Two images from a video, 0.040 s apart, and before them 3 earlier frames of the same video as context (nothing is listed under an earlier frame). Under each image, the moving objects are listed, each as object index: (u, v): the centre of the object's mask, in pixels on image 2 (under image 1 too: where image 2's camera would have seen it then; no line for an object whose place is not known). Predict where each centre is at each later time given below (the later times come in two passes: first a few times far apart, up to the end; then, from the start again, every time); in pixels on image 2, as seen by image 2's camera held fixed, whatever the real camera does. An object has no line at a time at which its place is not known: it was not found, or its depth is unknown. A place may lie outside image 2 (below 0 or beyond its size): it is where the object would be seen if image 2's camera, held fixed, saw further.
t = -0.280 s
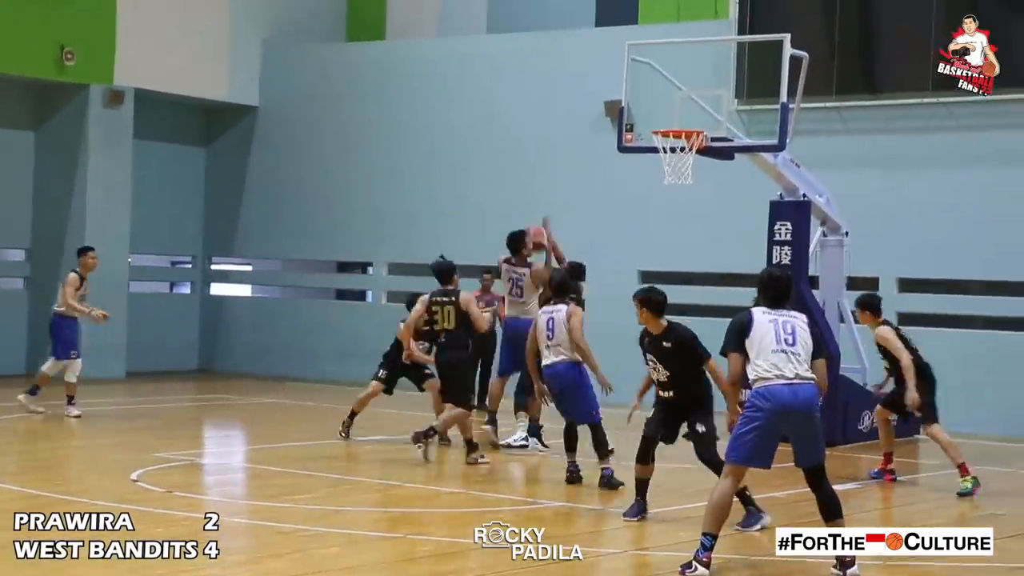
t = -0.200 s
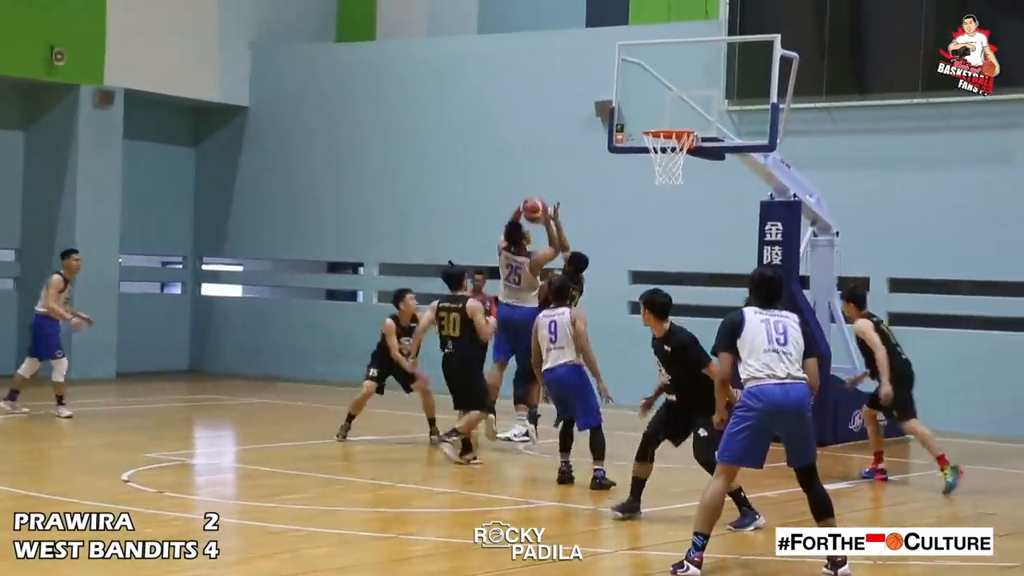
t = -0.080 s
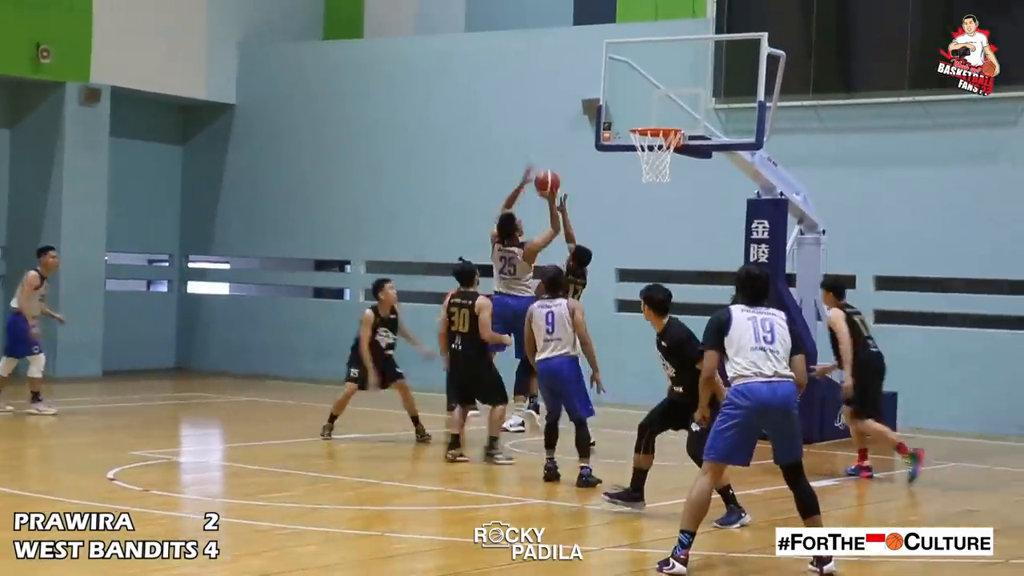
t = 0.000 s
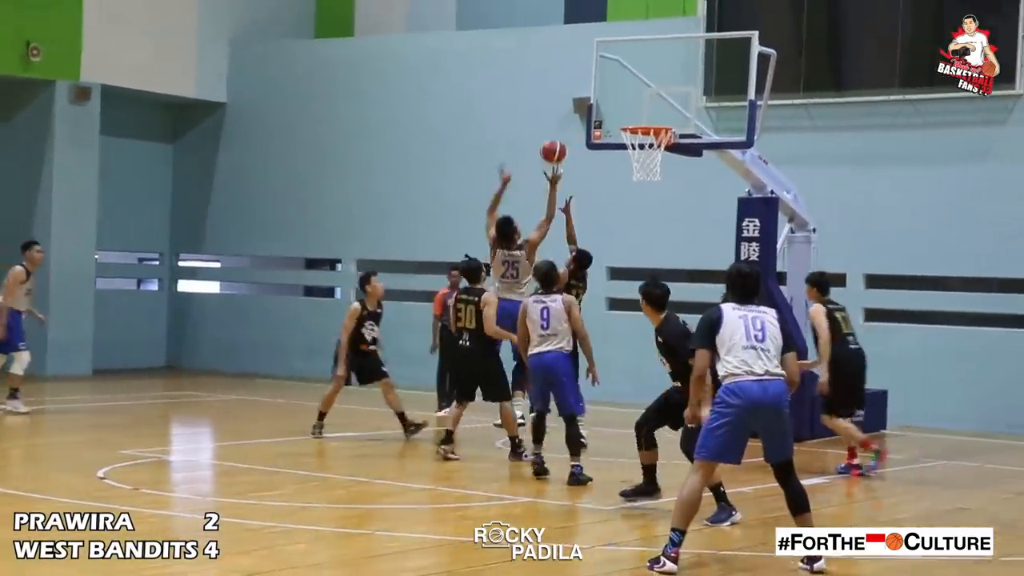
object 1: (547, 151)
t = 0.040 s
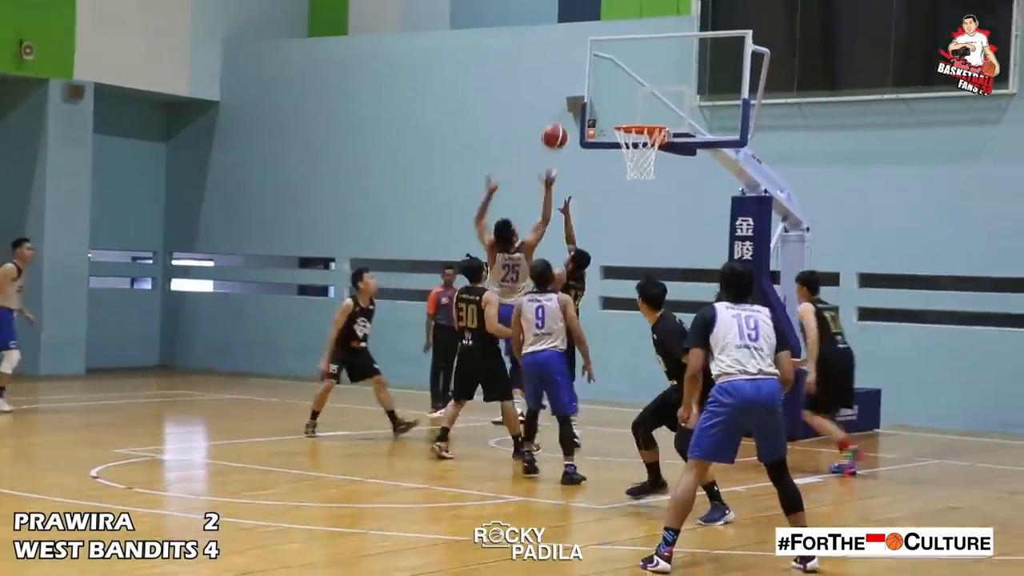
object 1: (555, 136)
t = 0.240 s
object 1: (589, 94)
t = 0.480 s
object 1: (627, 99)
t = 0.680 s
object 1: (639, 125)
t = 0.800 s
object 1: (635, 140)
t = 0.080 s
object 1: (562, 124)
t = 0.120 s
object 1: (568, 114)
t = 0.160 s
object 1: (575, 107)
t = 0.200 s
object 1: (583, 100)
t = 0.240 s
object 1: (589, 94)
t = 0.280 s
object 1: (595, 92)
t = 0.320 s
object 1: (601, 89)
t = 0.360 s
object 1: (608, 89)
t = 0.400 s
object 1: (614, 91)
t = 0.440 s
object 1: (621, 94)
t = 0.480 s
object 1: (627, 99)
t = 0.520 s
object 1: (633, 105)
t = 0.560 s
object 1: (639, 113)
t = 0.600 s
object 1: (646, 119)
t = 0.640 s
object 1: (644, 119)
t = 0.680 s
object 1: (639, 125)
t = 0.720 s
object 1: (637, 133)
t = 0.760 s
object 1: (637, 140)
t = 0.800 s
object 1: (635, 140)
